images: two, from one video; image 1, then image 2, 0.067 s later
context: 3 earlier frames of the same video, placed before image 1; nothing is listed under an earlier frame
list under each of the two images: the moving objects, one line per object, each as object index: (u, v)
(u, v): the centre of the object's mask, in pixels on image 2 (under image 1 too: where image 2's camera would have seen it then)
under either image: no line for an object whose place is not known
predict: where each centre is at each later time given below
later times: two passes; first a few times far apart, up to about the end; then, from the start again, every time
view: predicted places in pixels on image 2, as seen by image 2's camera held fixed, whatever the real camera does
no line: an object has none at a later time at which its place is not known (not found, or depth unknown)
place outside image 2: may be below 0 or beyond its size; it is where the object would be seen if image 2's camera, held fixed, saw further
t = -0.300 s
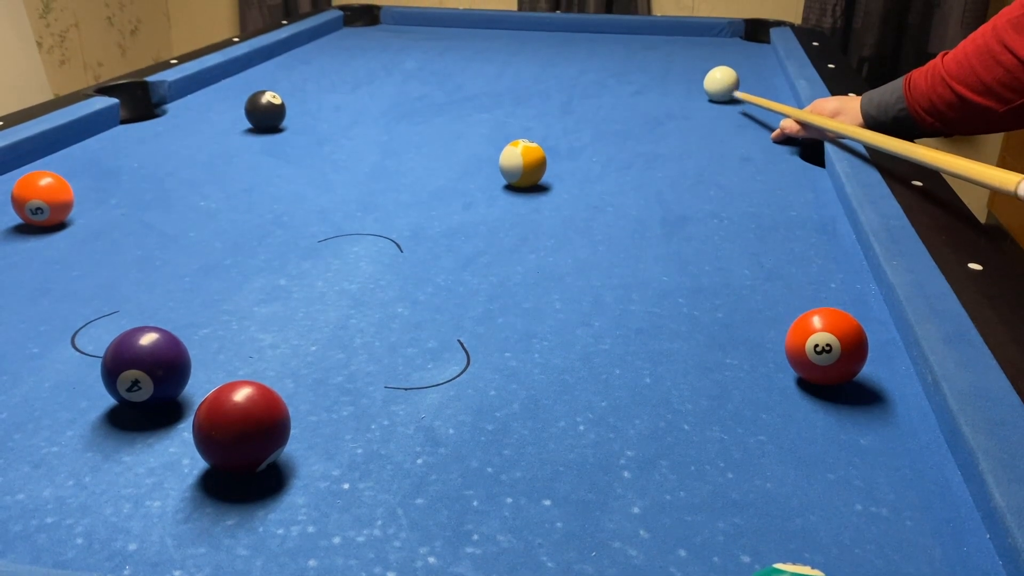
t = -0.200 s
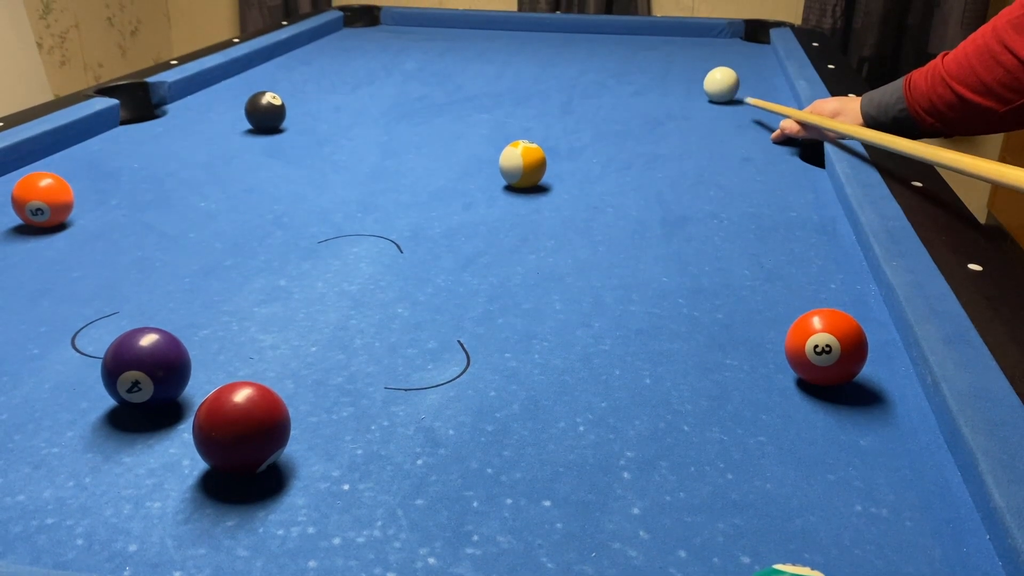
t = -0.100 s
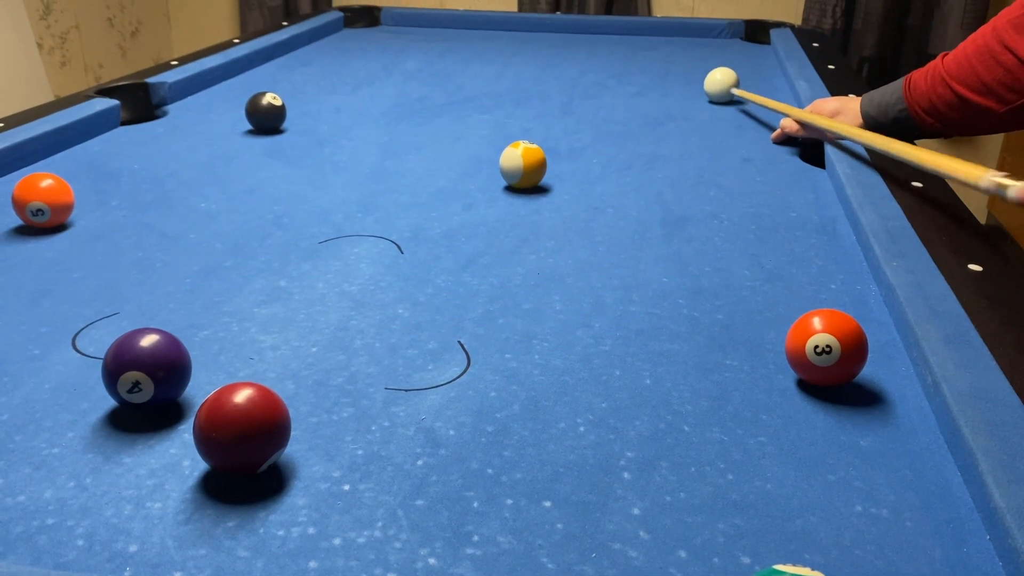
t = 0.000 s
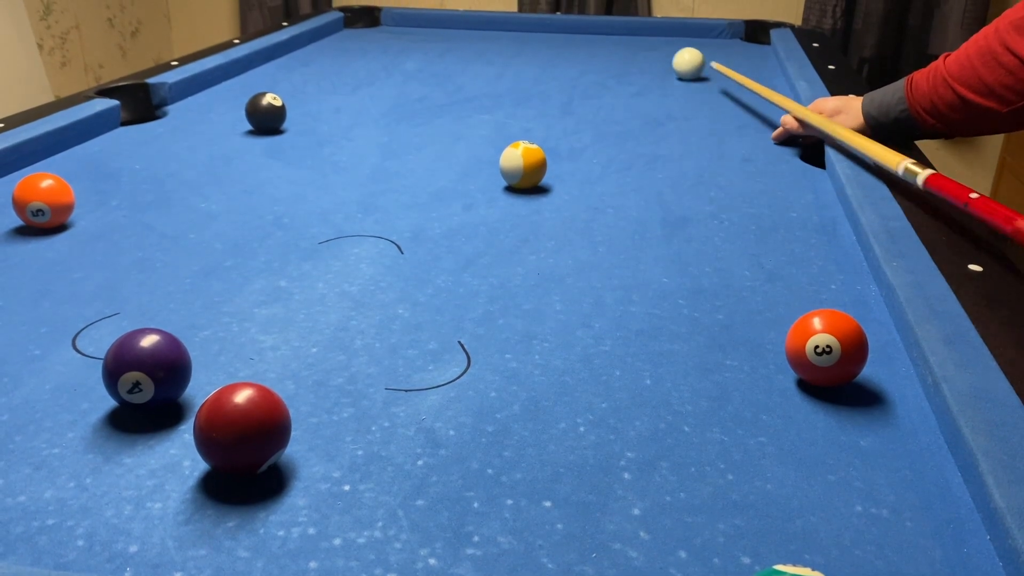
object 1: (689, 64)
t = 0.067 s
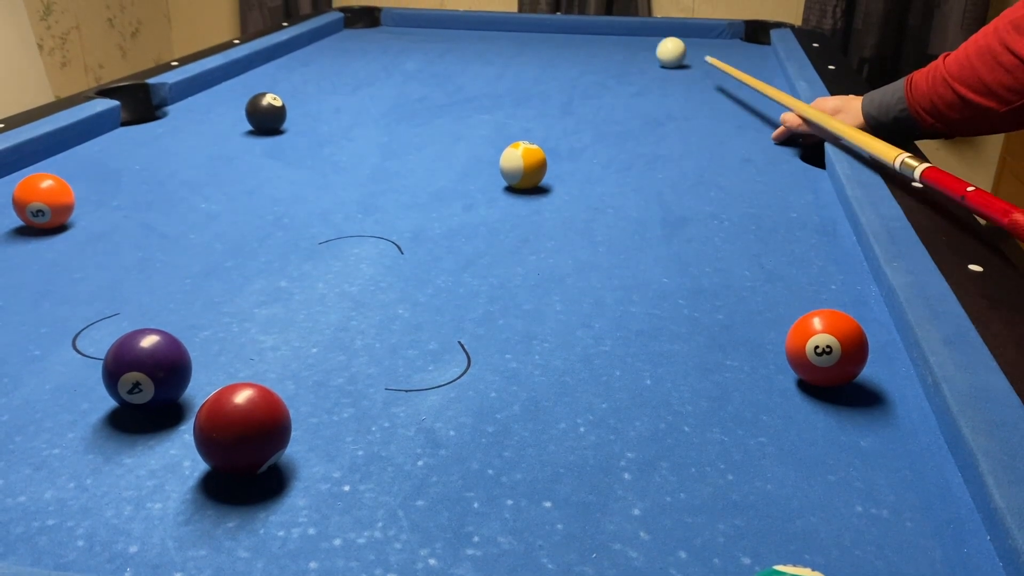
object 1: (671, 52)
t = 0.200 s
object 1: (645, 35)
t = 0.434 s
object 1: (619, 32)
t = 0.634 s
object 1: (600, 42)
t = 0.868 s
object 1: (574, 54)
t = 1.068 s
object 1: (549, 65)
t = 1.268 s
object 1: (521, 78)
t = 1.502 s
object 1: (484, 94)
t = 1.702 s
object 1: (449, 109)
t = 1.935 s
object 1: (403, 127)
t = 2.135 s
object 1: (360, 145)
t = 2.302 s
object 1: (319, 160)
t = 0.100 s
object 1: (663, 47)
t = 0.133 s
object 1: (657, 43)
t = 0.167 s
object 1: (651, 39)
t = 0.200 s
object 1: (645, 35)
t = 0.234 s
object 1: (640, 31)
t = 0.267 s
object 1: (634, 28)
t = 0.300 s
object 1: (630, 26)
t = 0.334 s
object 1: (627, 27)
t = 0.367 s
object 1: (624, 29)
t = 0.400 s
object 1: (622, 31)
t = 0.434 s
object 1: (619, 32)
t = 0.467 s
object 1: (616, 34)
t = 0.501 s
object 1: (613, 35)
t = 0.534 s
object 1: (609, 37)
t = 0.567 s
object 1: (606, 38)
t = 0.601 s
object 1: (603, 40)
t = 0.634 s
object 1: (600, 42)
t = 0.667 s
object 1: (596, 43)
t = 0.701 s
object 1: (593, 45)
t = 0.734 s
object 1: (589, 47)
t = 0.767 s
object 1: (586, 48)
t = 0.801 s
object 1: (582, 50)
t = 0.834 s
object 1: (578, 52)
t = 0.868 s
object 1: (574, 54)
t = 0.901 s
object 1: (571, 56)
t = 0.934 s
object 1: (566, 57)
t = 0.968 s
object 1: (562, 60)
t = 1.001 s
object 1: (558, 61)
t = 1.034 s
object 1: (554, 63)
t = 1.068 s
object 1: (549, 65)
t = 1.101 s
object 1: (545, 67)
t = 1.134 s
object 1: (540, 69)
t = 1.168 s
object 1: (536, 72)
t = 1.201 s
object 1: (531, 74)
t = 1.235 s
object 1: (526, 76)
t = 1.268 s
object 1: (521, 78)
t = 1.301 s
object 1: (517, 80)
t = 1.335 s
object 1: (511, 82)
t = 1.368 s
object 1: (506, 85)
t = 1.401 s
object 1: (501, 87)
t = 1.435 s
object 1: (496, 89)
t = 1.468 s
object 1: (490, 92)
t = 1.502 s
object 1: (484, 94)
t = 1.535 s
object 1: (479, 96)
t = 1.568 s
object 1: (473, 99)
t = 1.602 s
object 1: (467, 101)
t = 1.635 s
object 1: (461, 103)
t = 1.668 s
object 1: (455, 106)
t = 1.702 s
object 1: (449, 109)
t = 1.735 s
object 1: (443, 111)
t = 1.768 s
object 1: (437, 114)
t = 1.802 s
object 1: (430, 116)
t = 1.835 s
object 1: (423, 119)
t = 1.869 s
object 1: (417, 121)
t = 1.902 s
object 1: (410, 124)
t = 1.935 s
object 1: (403, 127)
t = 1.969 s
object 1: (396, 130)
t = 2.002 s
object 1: (389, 133)
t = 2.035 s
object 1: (382, 136)
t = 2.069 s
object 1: (374, 139)
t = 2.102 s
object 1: (367, 141)
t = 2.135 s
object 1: (360, 145)
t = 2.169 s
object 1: (352, 147)
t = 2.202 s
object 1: (344, 151)
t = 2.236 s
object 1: (336, 154)
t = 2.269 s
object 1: (328, 157)
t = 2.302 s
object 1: (319, 160)
